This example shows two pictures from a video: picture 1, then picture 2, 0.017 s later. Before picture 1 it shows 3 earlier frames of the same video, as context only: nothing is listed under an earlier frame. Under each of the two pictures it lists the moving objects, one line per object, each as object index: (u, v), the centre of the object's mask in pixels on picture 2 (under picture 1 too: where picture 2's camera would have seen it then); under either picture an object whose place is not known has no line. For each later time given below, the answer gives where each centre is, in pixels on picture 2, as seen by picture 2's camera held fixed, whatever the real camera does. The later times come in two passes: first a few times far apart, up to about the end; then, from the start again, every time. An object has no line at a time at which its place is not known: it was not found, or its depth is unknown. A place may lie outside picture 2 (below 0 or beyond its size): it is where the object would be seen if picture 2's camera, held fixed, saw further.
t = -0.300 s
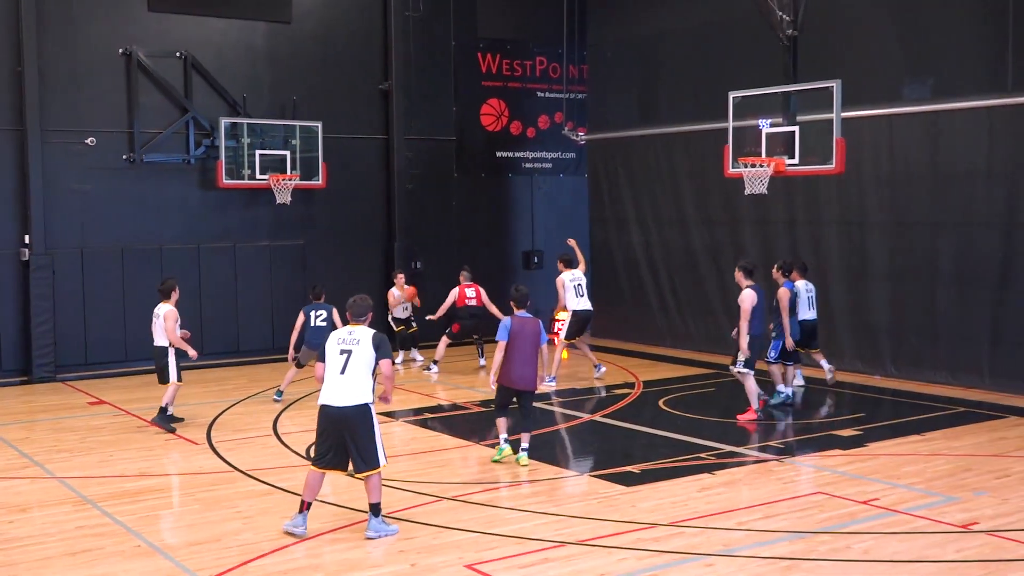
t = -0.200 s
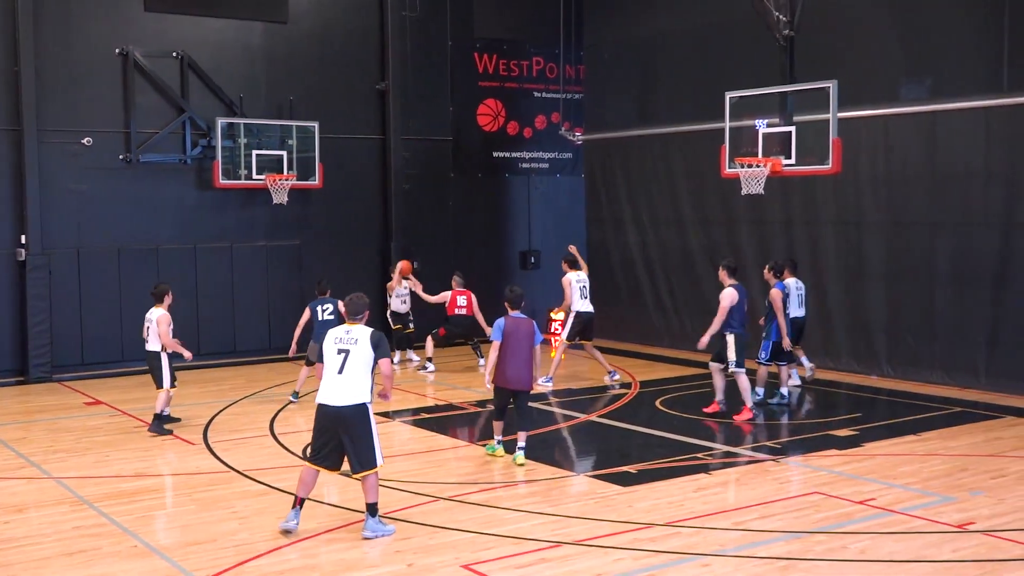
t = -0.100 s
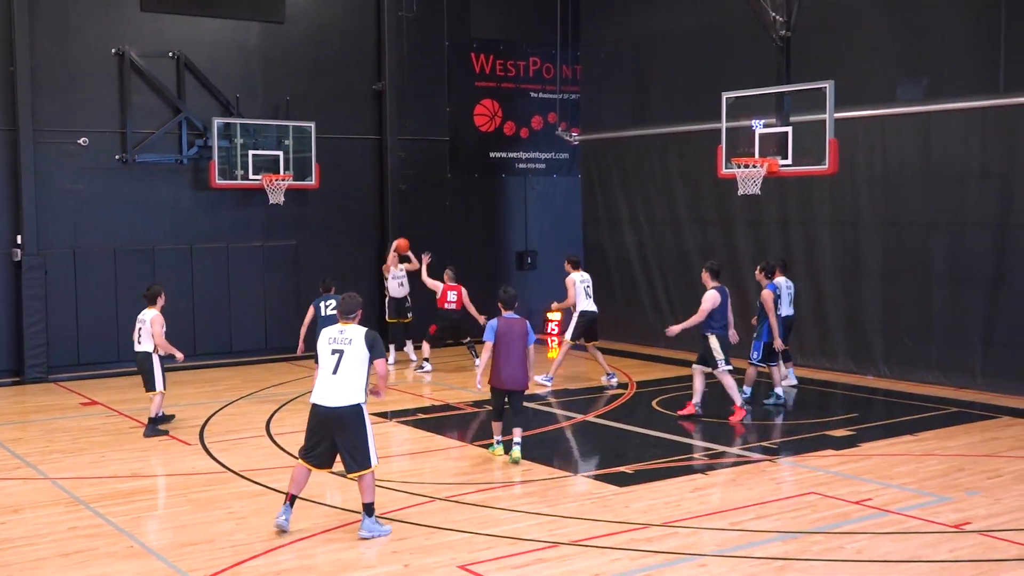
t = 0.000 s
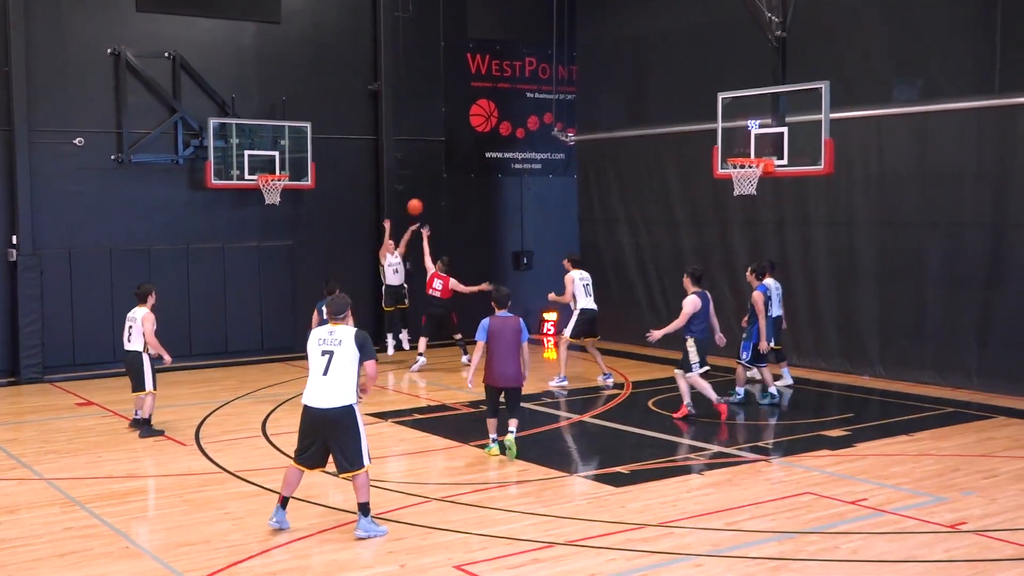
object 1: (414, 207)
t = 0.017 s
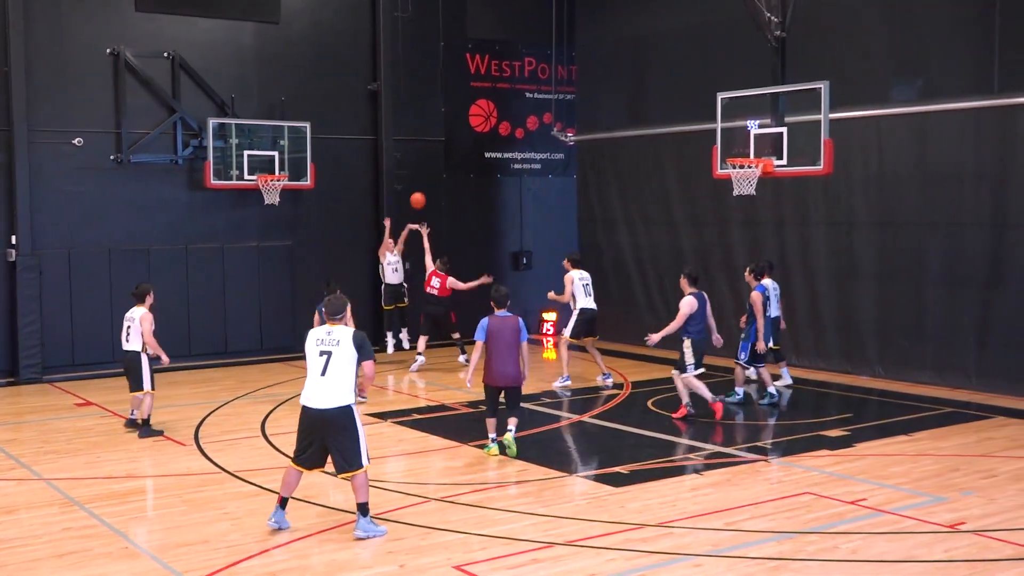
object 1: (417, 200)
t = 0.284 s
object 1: (476, 116)
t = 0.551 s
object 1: (543, 74)
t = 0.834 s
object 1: (622, 82)
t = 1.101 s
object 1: (703, 149)
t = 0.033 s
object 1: (421, 194)
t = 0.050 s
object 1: (424, 188)
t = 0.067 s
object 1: (428, 181)
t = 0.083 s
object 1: (432, 176)
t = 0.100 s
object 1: (435, 170)
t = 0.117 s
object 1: (439, 164)
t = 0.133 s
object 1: (443, 159)
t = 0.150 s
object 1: (446, 153)
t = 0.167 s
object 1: (450, 148)
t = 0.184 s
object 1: (454, 143)
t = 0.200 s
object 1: (457, 138)
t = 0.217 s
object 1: (461, 133)
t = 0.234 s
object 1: (465, 129)
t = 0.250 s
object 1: (469, 125)
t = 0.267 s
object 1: (472, 120)
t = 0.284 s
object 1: (476, 116)
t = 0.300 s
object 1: (480, 111)
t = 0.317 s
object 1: (485, 108)
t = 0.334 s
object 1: (488, 105)
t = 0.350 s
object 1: (493, 101)
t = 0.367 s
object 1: (497, 98)
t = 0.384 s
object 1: (501, 95)
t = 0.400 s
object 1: (505, 92)
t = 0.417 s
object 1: (509, 89)
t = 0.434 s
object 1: (513, 87)
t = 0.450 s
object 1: (517, 84)
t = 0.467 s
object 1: (521, 82)
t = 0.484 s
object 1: (526, 80)
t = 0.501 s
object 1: (530, 78)
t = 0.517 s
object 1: (534, 76)
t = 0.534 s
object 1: (539, 75)
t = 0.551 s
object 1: (543, 74)
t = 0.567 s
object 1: (547, 72)
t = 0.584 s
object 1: (552, 72)
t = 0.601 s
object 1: (556, 71)
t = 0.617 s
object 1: (561, 70)
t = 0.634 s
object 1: (565, 70)
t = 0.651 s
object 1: (570, 70)
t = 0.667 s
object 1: (574, 70)
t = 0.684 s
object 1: (579, 70)
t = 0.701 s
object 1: (583, 71)
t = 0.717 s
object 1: (588, 71)
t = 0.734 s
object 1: (593, 72)
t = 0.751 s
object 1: (598, 73)
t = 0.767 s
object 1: (602, 75)
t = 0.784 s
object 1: (607, 76)
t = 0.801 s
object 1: (612, 78)
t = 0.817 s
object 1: (617, 80)
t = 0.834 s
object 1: (622, 82)
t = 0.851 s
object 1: (627, 85)
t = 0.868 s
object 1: (632, 87)
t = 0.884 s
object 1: (636, 90)
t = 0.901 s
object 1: (642, 93)
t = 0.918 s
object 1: (647, 96)
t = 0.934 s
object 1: (651, 100)
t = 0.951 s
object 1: (657, 104)
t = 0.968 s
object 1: (662, 107)
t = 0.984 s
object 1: (667, 112)
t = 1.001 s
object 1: (672, 116)
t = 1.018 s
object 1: (677, 121)
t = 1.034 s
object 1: (683, 126)
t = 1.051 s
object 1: (688, 132)
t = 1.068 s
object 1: (693, 137)
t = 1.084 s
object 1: (698, 143)
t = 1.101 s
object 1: (703, 149)
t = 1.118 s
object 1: (708, 155)
